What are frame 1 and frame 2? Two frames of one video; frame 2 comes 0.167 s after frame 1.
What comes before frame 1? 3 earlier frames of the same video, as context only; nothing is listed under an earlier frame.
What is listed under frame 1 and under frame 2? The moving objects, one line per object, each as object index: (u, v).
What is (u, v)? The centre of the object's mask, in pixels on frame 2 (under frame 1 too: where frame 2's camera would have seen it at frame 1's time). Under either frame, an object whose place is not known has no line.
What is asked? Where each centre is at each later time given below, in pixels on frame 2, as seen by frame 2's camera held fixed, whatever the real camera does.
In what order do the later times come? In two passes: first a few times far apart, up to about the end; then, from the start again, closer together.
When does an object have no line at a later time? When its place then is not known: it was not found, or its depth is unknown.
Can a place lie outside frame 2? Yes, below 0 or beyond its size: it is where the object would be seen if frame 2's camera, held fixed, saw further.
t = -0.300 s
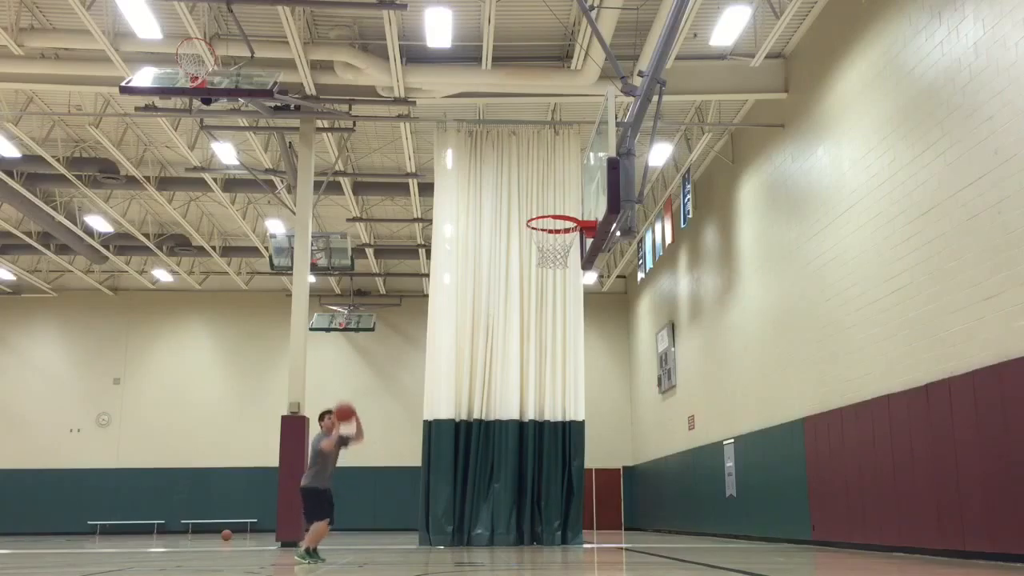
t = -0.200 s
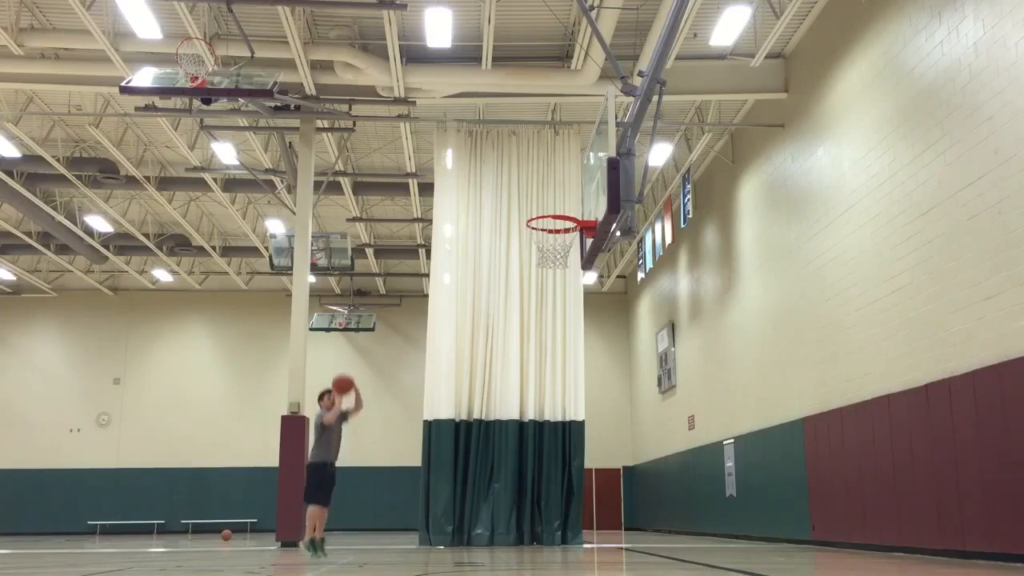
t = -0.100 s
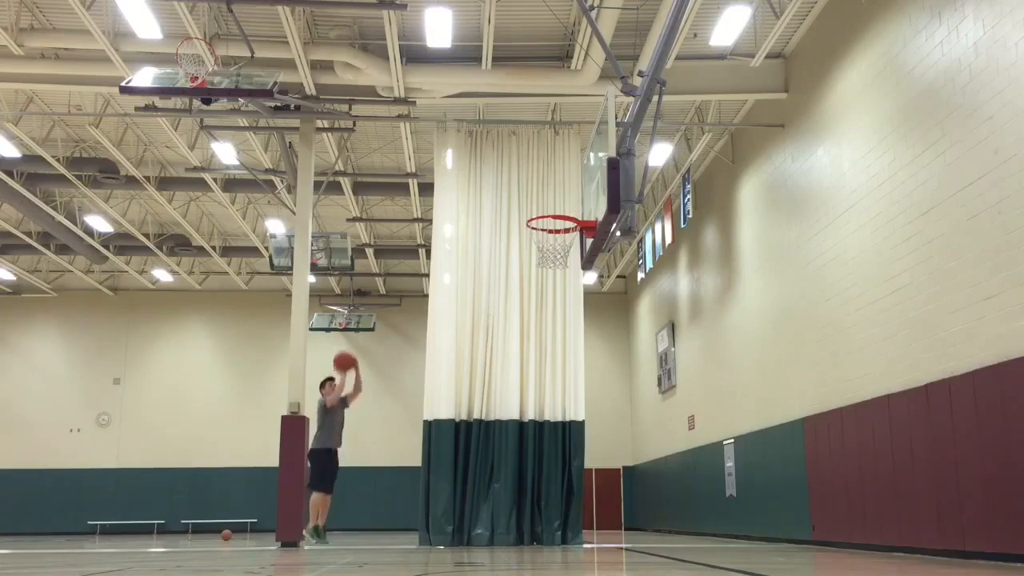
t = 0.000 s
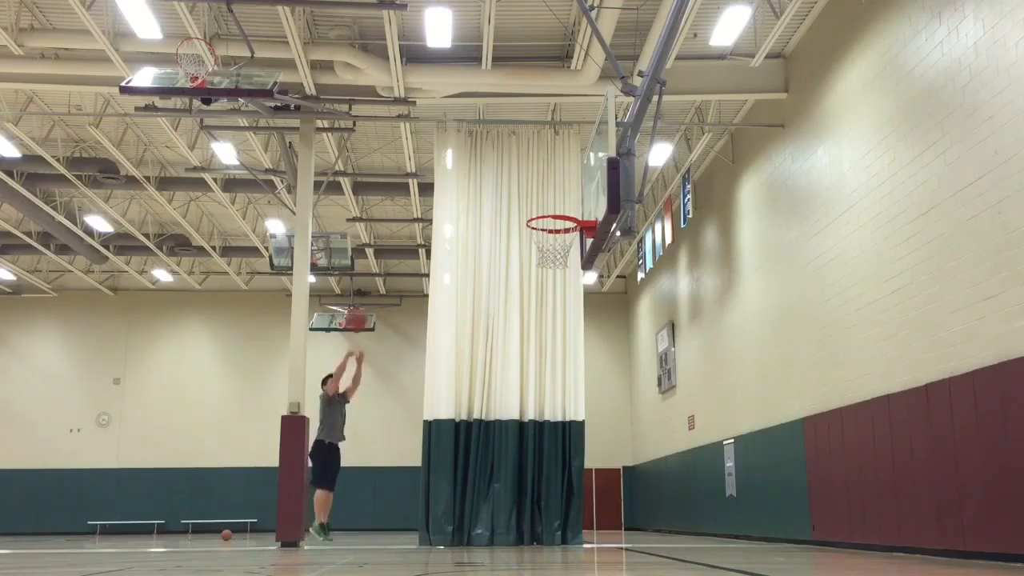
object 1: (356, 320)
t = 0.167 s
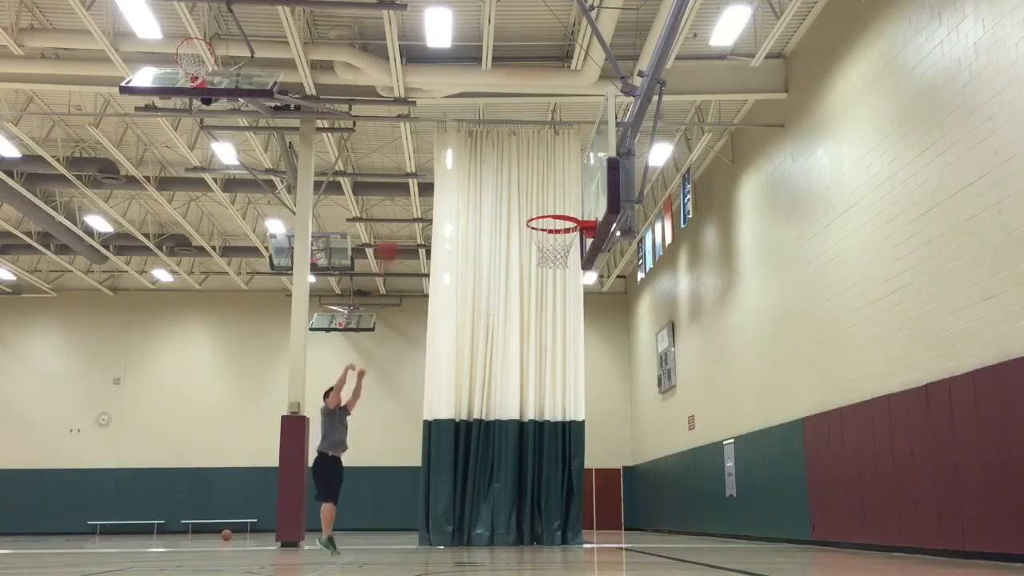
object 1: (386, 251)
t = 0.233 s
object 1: (399, 230)
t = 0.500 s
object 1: (453, 175)
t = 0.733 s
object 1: (504, 177)
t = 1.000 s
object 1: (569, 246)
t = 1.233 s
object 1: (587, 293)
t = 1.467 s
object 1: (605, 405)
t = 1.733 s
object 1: (616, 520)
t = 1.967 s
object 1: (589, 408)
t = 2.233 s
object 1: (561, 364)
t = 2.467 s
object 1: (537, 394)
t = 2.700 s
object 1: (515, 491)
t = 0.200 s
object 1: (394, 240)
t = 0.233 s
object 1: (399, 230)
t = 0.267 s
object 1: (406, 219)
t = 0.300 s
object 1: (413, 209)
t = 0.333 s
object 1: (420, 202)
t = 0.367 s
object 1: (427, 194)
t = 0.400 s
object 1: (432, 188)
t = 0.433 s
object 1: (440, 183)
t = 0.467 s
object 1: (446, 178)
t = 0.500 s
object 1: (453, 175)
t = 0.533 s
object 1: (460, 172)
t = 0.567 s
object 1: (467, 170)
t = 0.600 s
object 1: (474, 169)
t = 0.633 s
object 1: (481, 170)
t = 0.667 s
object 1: (489, 171)
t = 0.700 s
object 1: (496, 173)
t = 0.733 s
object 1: (504, 177)
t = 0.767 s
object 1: (512, 181)
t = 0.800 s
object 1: (520, 187)
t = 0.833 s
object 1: (528, 194)
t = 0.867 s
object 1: (537, 203)
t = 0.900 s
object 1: (545, 212)
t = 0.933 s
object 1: (553, 223)
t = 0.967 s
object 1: (562, 236)
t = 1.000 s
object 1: (569, 246)
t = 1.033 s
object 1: (573, 249)
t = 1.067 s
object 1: (575, 253)
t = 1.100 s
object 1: (576, 258)
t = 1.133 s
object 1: (577, 264)
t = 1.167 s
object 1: (581, 272)
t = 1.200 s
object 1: (584, 282)
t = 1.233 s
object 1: (587, 293)
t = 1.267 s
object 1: (589, 304)
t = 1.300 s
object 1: (591, 317)
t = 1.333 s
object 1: (594, 331)
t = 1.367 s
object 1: (597, 347)
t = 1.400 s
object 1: (599, 366)
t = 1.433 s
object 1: (602, 385)
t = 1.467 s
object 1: (605, 405)
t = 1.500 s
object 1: (608, 428)
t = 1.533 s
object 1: (611, 450)
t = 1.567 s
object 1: (615, 481)
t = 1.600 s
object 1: (617, 505)
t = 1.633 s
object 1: (622, 533)
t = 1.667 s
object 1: (625, 563)
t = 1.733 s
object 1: (616, 520)
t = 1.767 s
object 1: (612, 503)
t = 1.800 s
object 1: (609, 485)
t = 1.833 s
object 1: (605, 465)
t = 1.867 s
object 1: (601, 447)
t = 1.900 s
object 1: (598, 434)
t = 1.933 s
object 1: (593, 420)
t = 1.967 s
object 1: (589, 408)
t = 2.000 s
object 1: (586, 398)
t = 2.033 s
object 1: (582, 389)
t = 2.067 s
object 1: (578, 382)
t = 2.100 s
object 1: (575, 376)
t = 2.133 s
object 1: (571, 371)
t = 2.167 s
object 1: (567, 367)
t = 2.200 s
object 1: (564, 365)
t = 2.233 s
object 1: (561, 364)
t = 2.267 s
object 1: (557, 364)
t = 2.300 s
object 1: (554, 366)
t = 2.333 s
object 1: (550, 369)
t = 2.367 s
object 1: (547, 373)
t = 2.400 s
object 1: (544, 379)
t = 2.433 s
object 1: (541, 386)
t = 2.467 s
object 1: (537, 394)
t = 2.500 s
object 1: (534, 403)
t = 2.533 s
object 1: (530, 415)
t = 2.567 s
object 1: (528, 427)
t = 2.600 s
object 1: (525, 440)
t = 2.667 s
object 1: (518, 473)
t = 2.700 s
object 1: (515, 491)
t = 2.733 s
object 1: (512, 510)
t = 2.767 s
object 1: (510, 529)
